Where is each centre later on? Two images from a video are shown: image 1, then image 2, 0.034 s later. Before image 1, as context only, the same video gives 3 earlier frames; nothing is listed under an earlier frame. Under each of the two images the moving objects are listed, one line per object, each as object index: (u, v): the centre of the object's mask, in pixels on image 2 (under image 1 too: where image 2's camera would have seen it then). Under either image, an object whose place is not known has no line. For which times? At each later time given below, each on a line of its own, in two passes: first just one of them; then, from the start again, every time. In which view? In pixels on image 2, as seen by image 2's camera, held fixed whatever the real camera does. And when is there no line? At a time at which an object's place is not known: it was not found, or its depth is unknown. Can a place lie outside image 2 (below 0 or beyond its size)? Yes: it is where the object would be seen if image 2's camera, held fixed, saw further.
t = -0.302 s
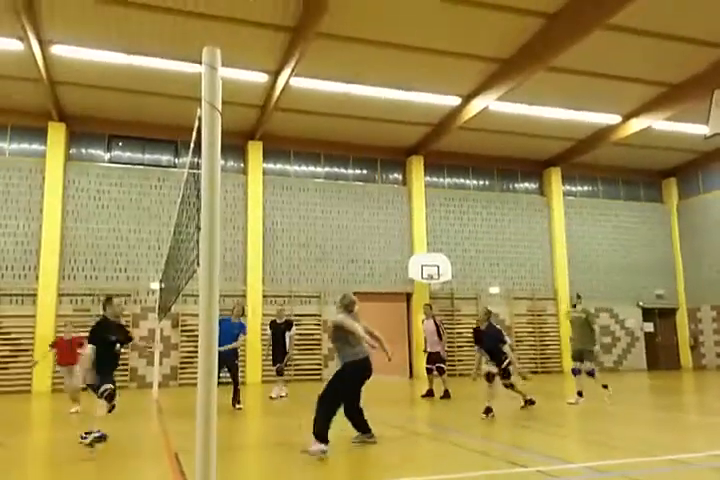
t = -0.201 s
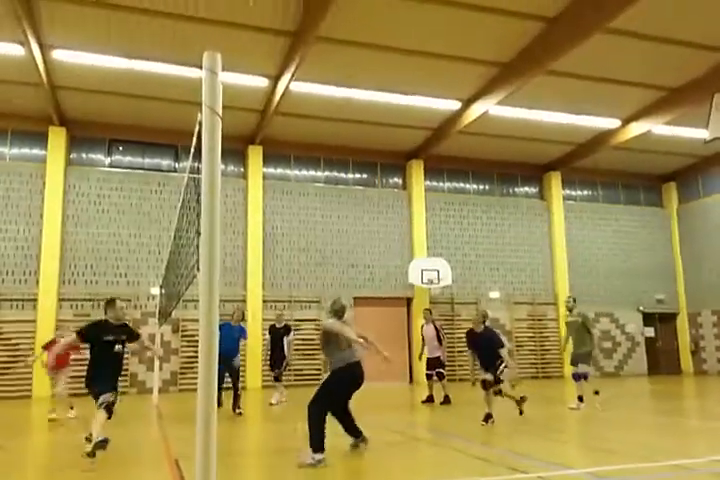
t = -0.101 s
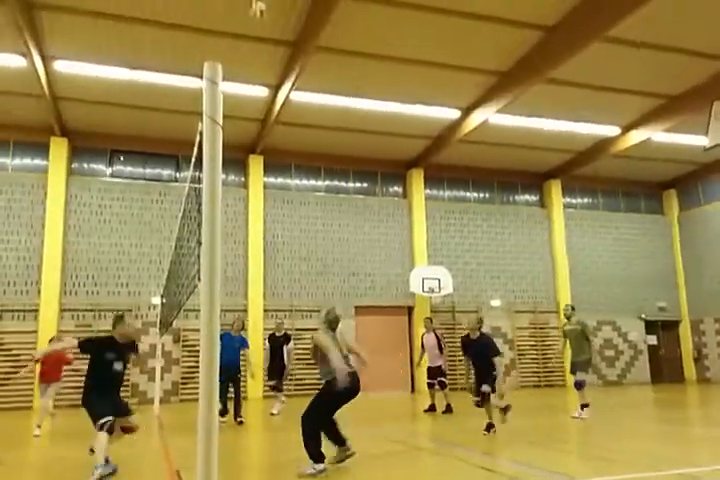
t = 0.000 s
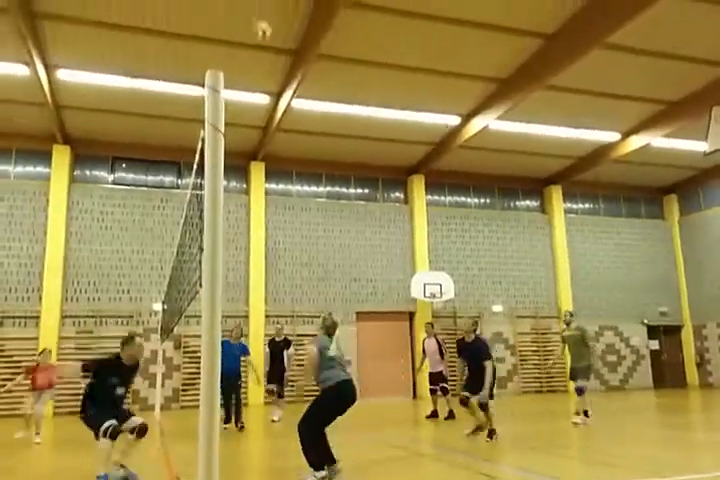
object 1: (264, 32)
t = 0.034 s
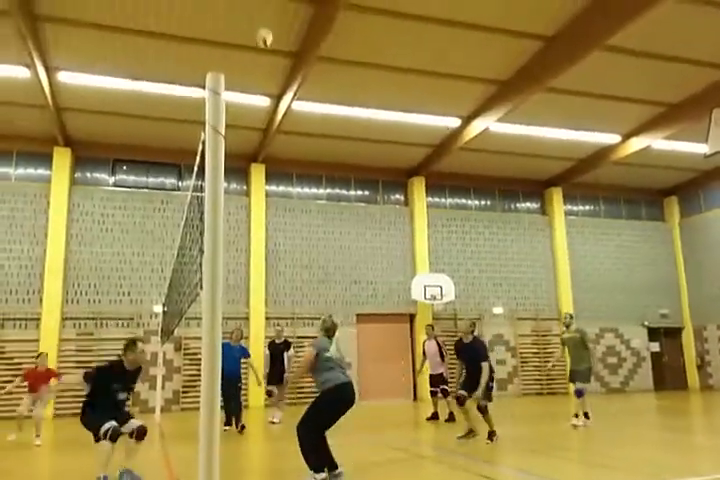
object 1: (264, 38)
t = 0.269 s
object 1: (273, 109)
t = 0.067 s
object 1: (265, 44)
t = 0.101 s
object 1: (266, 51)
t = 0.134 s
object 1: (268, 61)
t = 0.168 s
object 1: (271, 70)
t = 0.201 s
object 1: (270, 80)
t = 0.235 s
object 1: (272, 93)
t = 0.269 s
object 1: (273, 109)
